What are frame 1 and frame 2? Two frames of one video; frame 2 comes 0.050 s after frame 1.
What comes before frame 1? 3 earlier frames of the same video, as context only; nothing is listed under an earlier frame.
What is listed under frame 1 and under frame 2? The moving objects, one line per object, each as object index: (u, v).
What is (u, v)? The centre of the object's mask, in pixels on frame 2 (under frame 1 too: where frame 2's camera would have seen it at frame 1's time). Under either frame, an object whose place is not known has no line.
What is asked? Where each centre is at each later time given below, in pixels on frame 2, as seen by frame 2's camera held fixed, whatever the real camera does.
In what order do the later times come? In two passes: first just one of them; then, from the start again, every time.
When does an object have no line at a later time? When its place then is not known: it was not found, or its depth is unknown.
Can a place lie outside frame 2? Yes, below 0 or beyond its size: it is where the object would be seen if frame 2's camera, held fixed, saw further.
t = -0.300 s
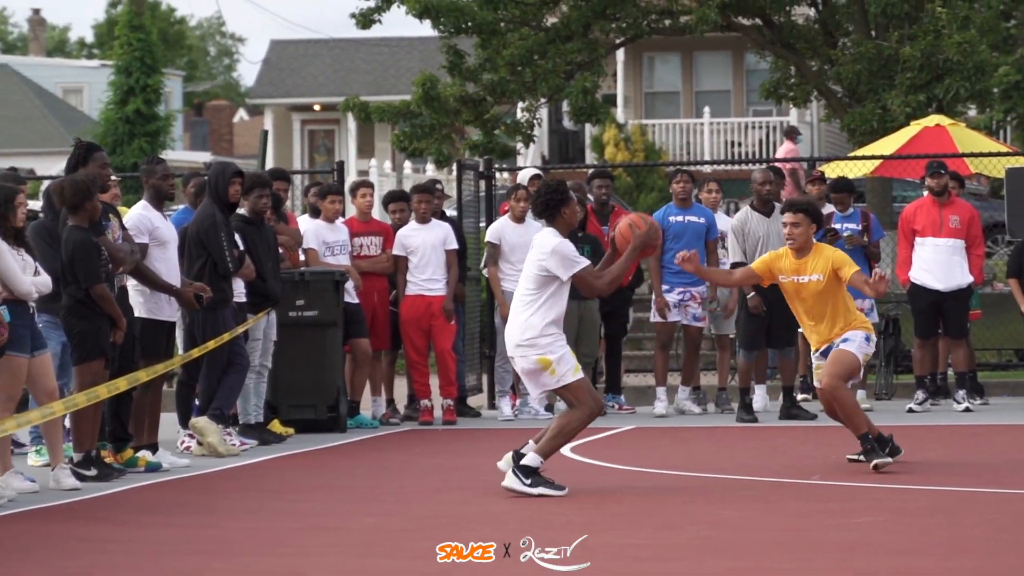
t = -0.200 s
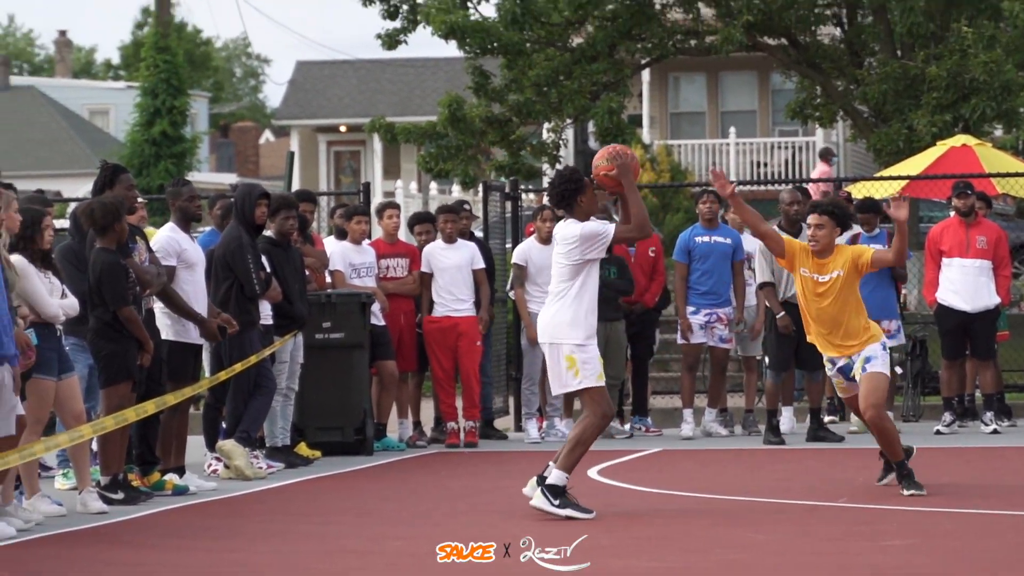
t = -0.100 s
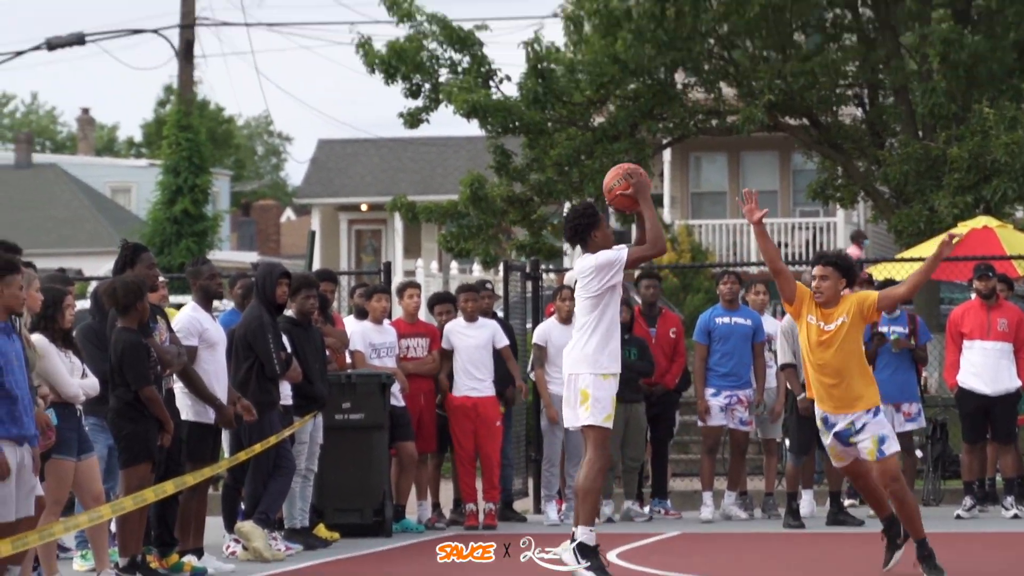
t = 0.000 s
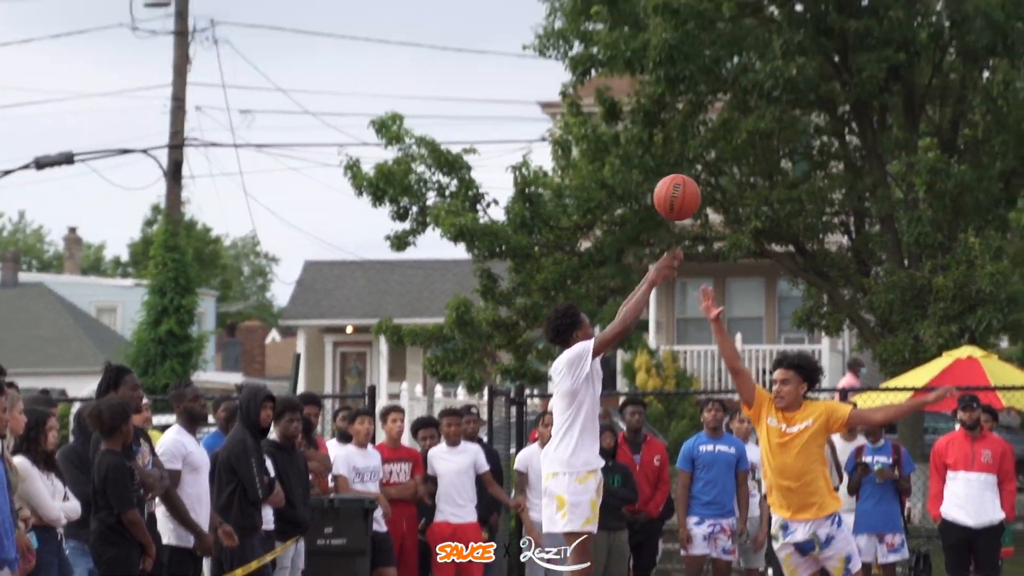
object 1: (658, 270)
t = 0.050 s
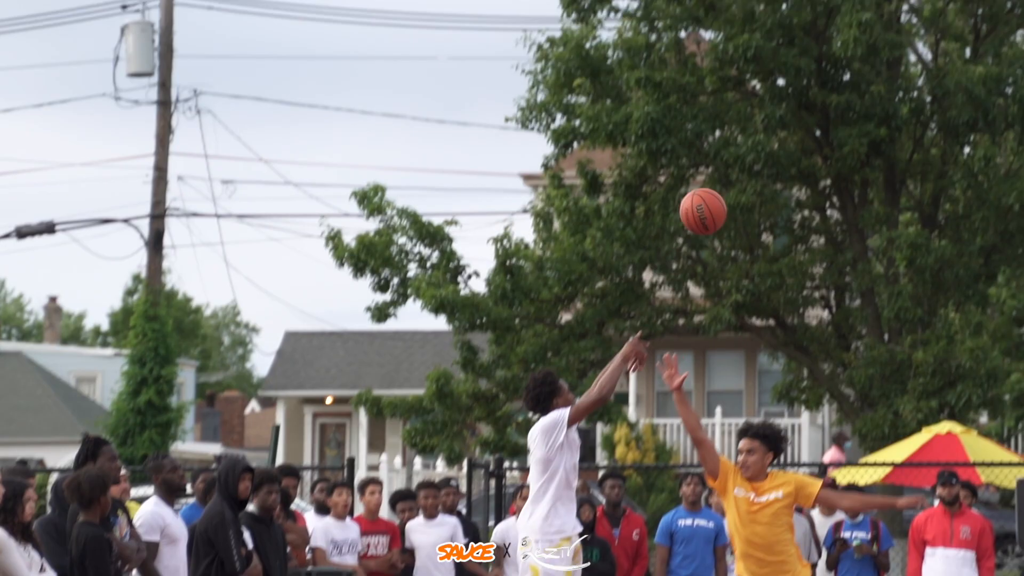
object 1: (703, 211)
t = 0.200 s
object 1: (834, 70)
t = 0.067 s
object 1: (718, 193)
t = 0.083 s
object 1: (733, 175)
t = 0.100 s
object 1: (747, 158)
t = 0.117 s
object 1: (762, 142)
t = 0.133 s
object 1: (776, 126)
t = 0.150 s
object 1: (791, 111)
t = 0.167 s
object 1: (805, 96)
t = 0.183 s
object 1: (820, 83)
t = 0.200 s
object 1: (834, 70)
